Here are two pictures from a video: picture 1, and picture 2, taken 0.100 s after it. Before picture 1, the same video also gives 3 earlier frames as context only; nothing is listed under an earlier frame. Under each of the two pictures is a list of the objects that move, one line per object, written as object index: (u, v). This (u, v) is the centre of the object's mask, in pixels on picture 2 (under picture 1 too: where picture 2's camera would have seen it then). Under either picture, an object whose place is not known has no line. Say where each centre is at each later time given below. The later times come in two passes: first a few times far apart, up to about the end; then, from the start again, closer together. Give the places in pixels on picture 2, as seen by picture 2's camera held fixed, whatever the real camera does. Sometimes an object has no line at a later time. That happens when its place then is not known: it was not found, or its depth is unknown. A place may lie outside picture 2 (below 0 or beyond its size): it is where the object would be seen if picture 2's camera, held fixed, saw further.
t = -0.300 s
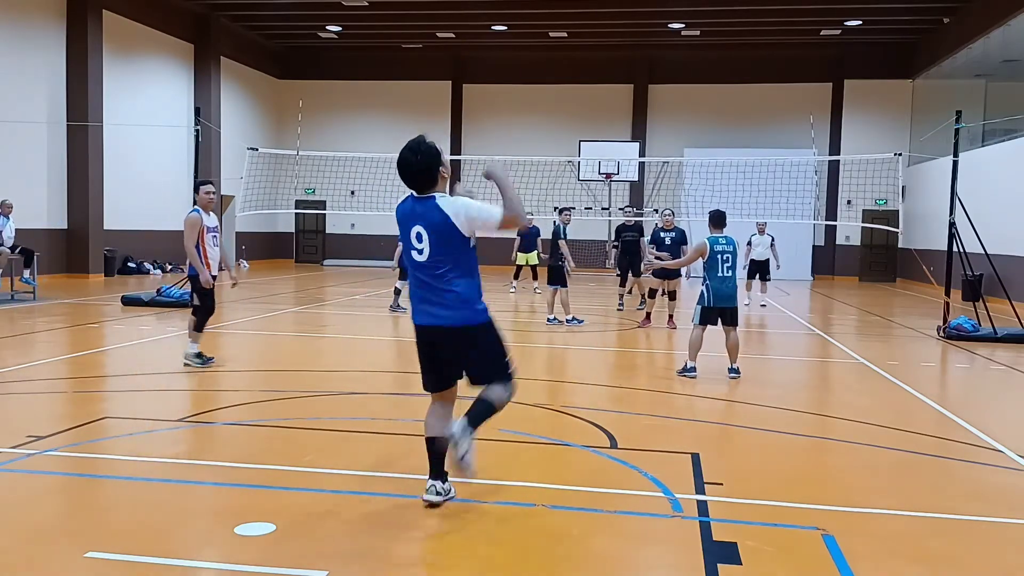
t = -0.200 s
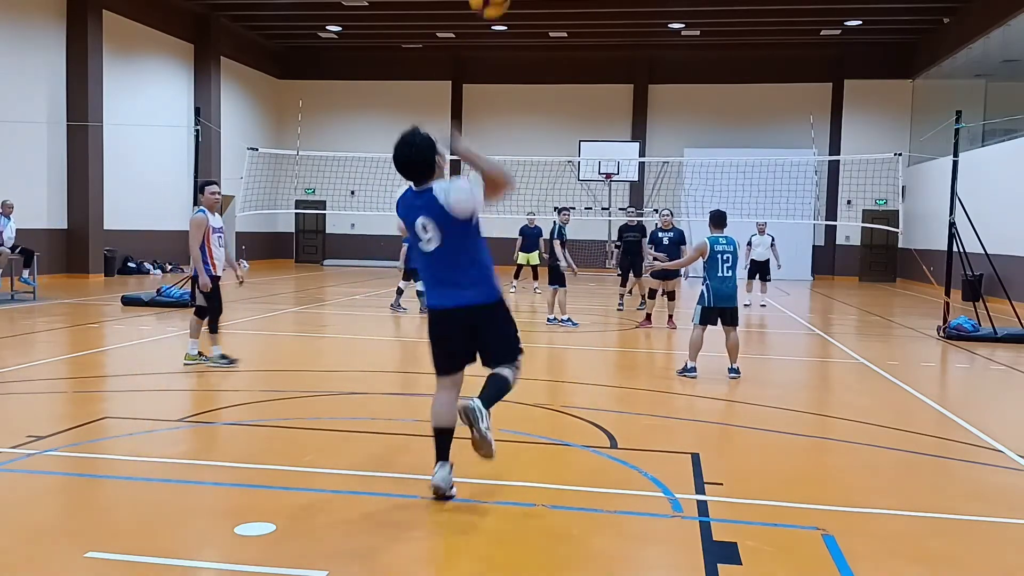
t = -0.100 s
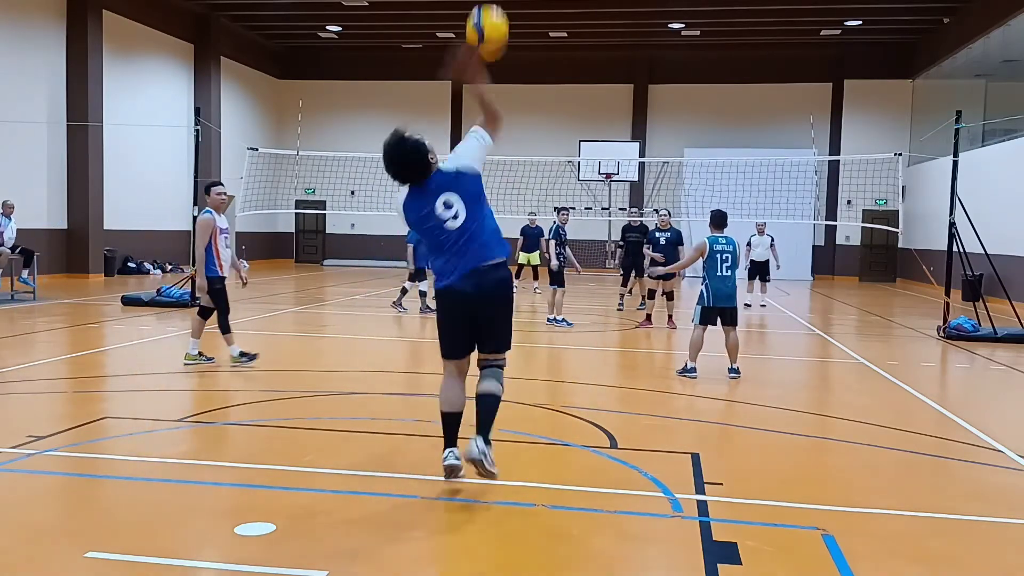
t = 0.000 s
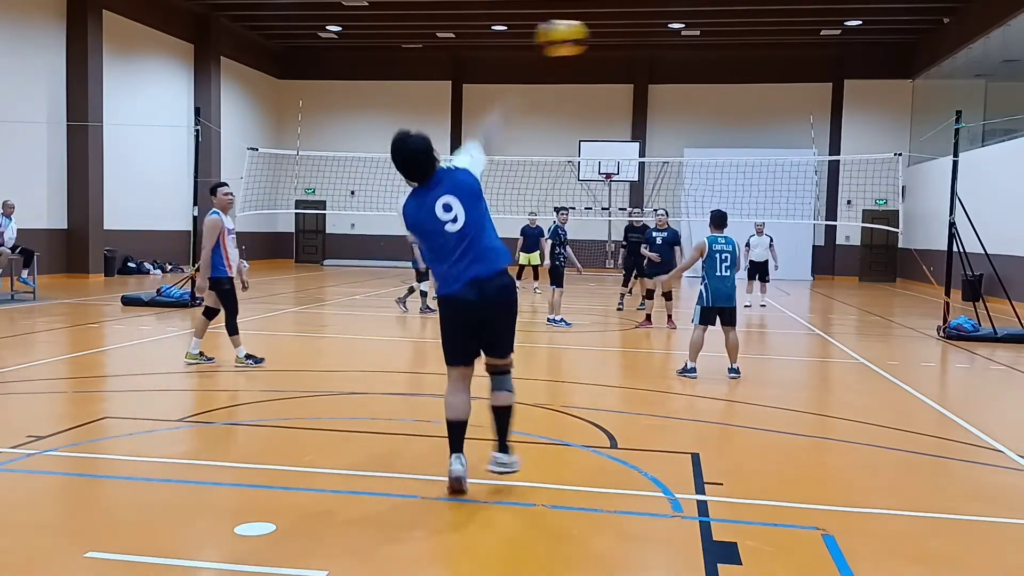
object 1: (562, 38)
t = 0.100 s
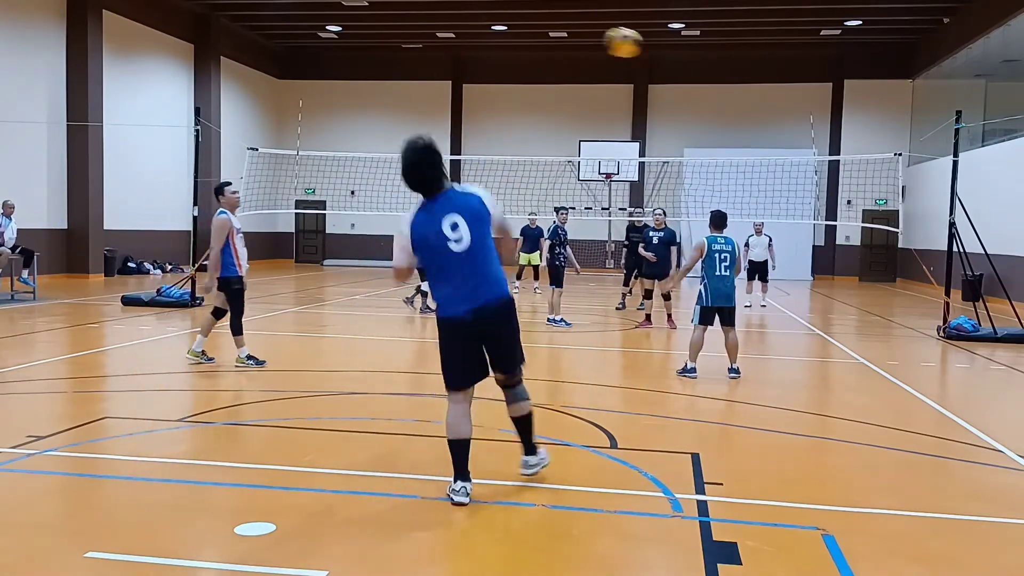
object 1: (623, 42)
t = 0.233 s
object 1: (669, 64)
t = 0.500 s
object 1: (719, 129)
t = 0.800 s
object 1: (746, 210)
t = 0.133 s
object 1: (637, 46)
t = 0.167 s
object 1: (649, 51)
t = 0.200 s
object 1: (660, 57)
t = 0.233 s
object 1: (669, 64)
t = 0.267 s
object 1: (678, 70)
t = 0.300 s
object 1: (685, 78)
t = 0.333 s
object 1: (692, 86)
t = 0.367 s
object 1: (700, 94)
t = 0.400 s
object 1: (705, 102)
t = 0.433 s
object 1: (710, 110)
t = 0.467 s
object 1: (715, 119)
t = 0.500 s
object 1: (719, 129)
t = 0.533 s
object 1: (723, 139)
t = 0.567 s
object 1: (727, 149)
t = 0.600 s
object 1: (730, 156)
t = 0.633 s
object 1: (734, 167)
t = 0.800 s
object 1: (746, 210)
